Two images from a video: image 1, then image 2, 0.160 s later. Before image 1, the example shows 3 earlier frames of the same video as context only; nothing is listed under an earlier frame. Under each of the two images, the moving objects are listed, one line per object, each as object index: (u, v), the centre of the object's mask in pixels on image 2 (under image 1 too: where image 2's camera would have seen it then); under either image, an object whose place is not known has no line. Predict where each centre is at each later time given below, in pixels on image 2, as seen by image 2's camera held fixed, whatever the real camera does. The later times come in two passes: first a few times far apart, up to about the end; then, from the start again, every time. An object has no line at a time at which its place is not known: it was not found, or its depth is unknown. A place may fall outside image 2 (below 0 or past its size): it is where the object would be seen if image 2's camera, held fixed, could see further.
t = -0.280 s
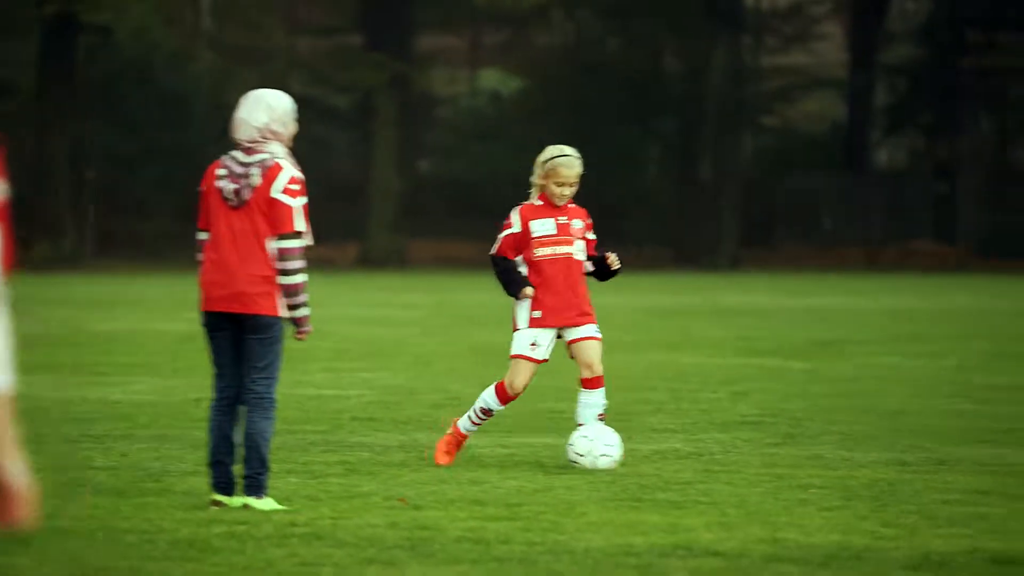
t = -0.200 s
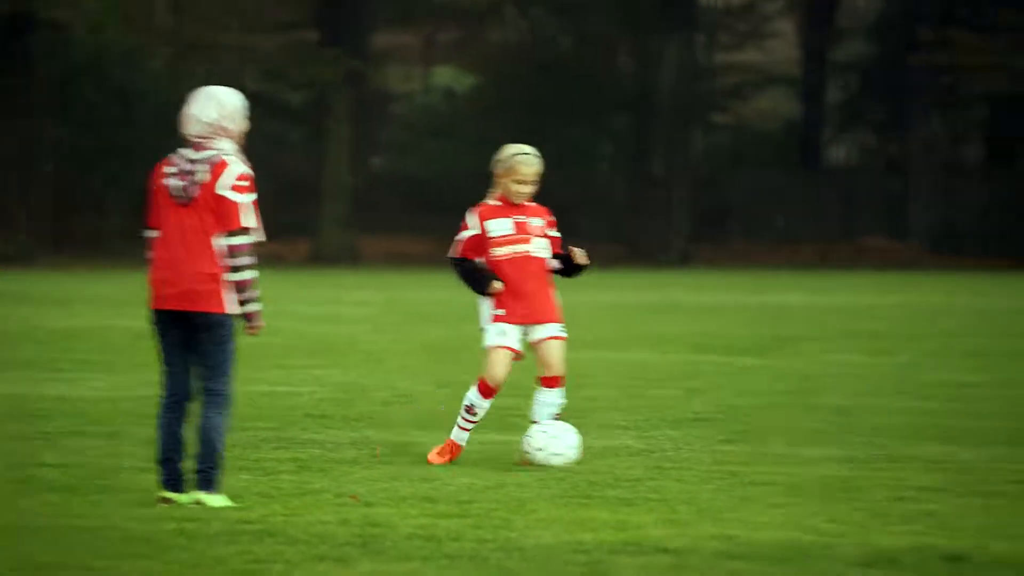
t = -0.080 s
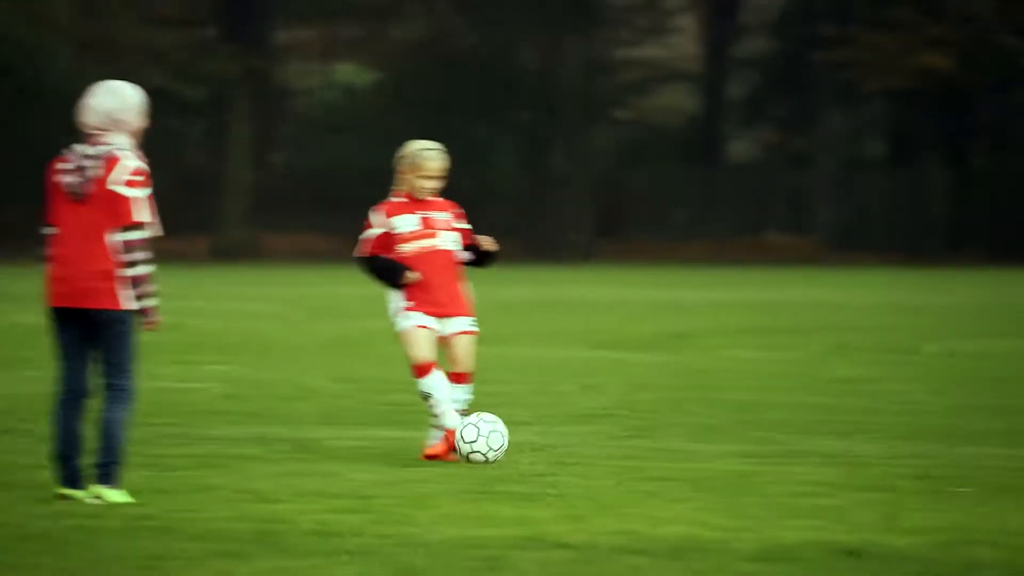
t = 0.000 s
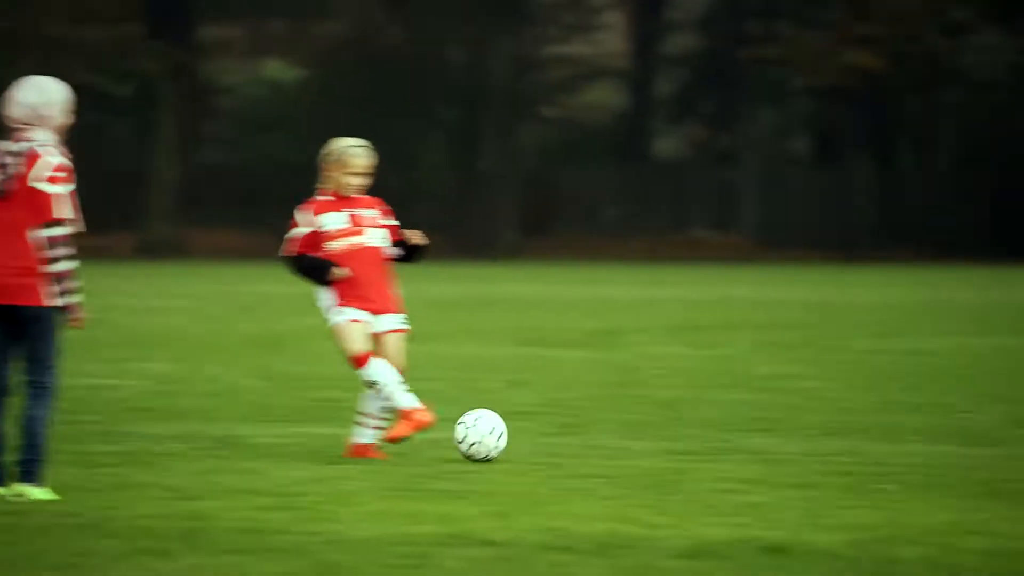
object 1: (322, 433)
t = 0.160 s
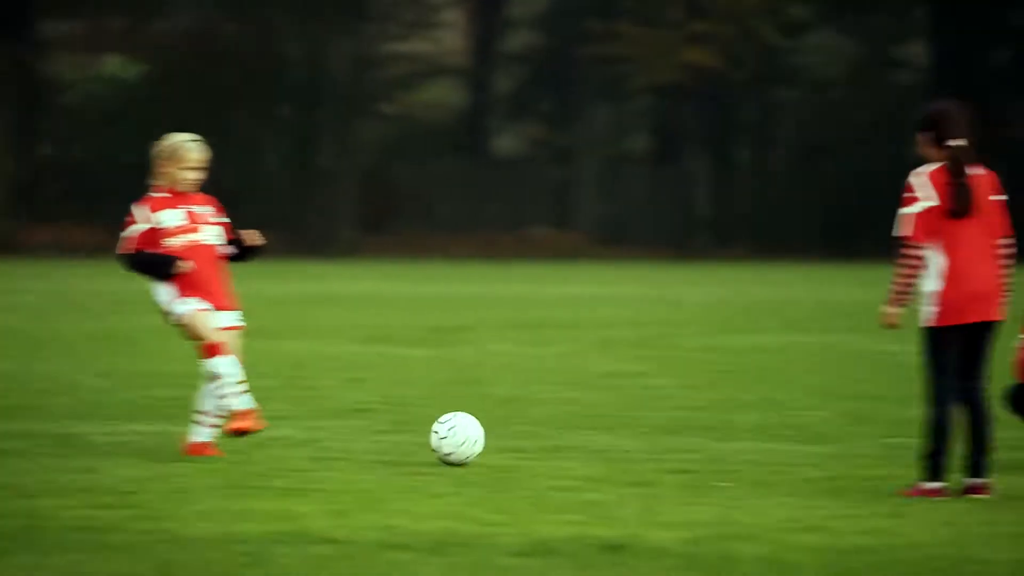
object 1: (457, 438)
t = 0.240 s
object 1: (520, 444)
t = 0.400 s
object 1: (622, 448)
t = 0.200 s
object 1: (489, 440)
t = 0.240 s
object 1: (520, 444)
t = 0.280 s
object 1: (549, 449)
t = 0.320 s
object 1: (573, 447)
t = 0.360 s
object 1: (598, 447)
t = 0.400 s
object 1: (622, 448)
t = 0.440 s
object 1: (647, 452)
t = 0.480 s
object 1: (669, 454)
